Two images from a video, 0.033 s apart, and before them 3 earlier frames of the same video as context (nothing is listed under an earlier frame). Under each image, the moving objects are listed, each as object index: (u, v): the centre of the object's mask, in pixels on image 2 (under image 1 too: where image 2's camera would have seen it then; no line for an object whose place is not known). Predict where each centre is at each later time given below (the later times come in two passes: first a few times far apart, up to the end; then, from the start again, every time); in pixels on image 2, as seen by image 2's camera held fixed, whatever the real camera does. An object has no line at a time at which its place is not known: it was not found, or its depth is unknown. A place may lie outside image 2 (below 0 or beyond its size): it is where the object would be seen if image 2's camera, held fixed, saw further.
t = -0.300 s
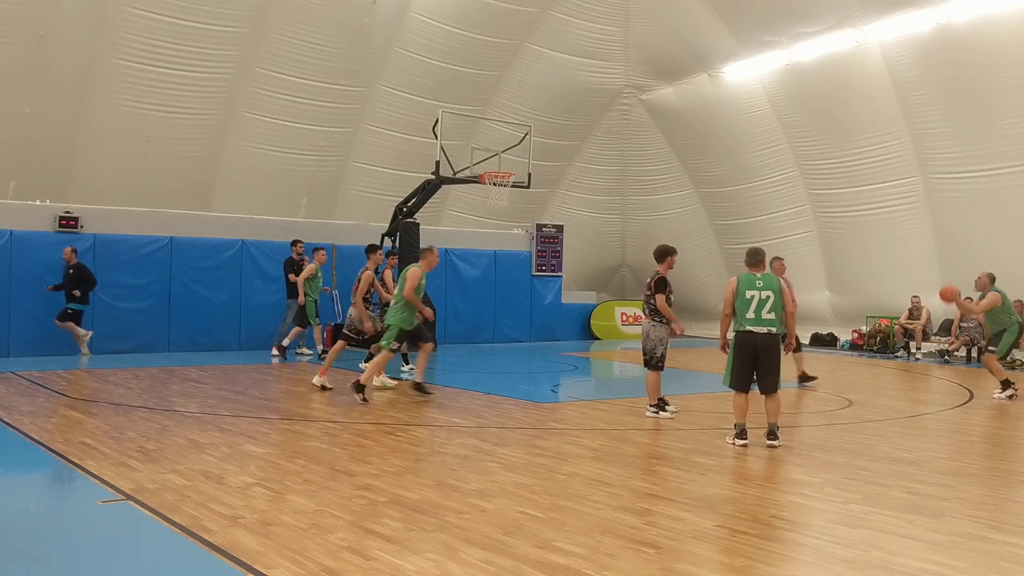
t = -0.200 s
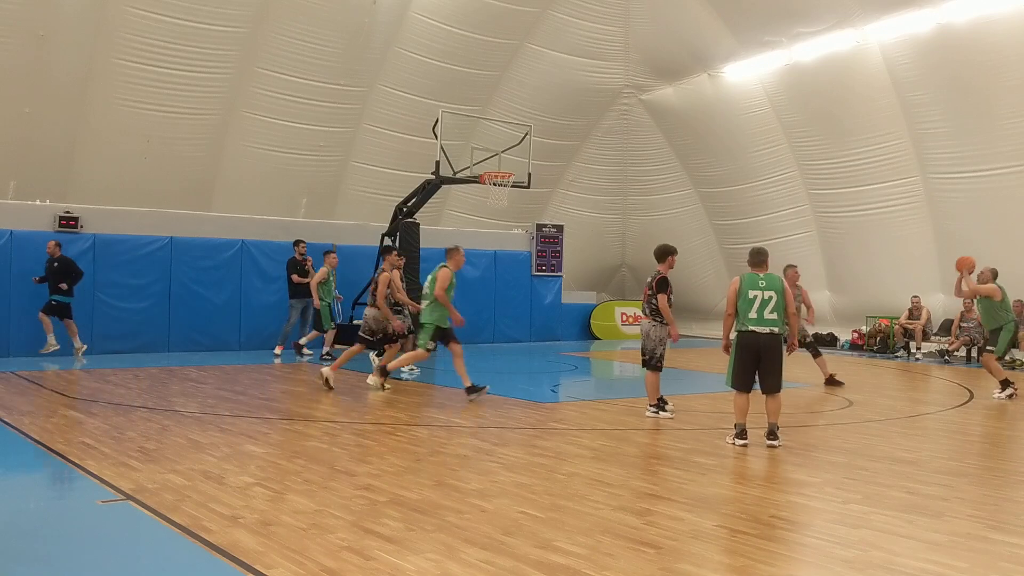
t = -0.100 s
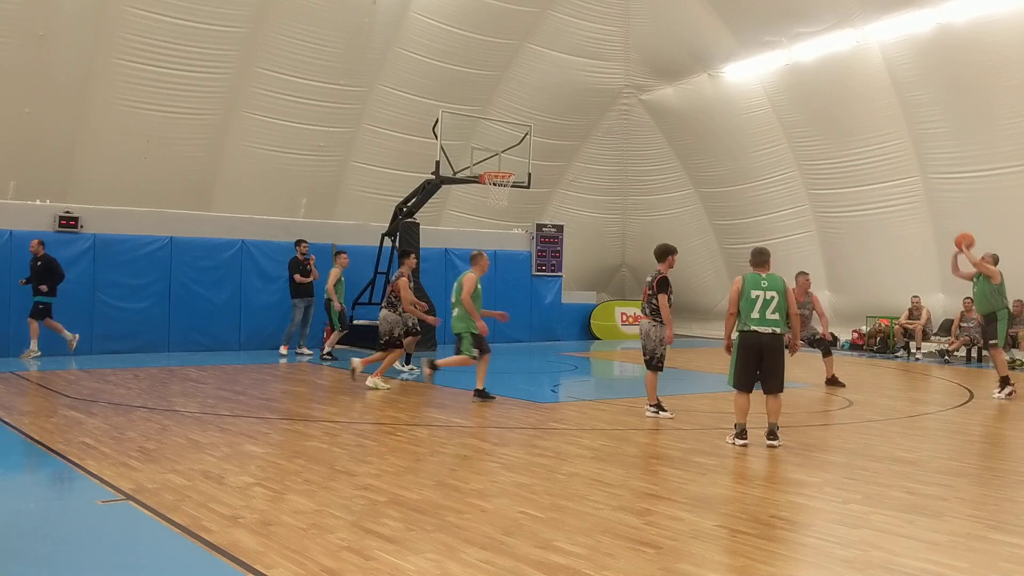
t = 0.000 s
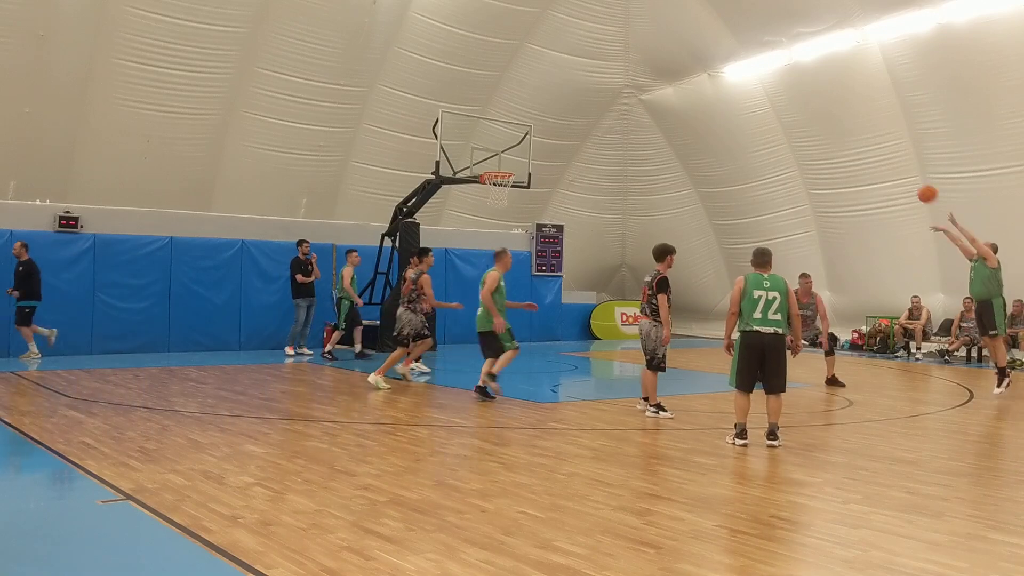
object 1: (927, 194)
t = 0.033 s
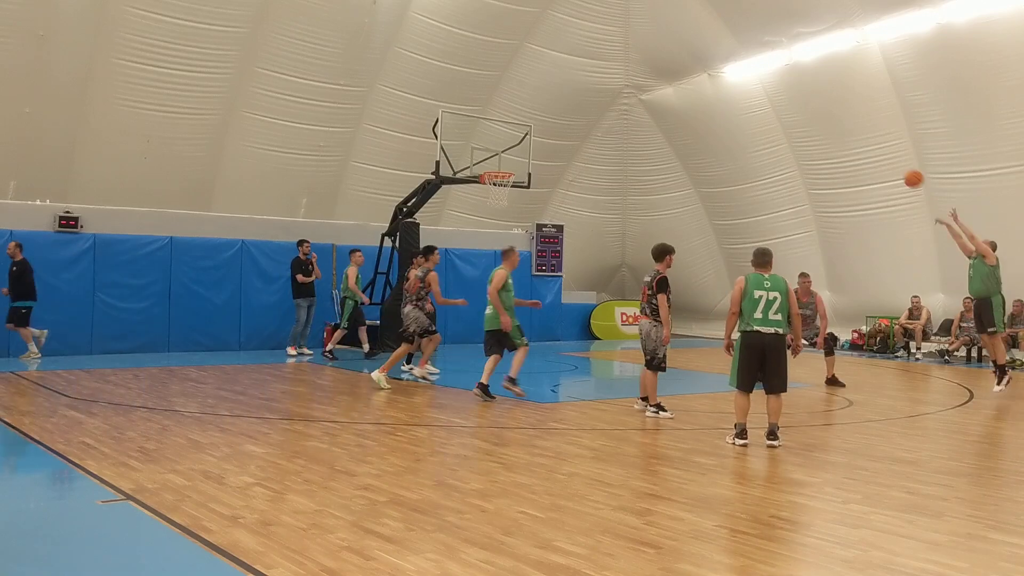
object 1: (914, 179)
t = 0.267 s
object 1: (820, 99)
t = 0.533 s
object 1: (721, 61)
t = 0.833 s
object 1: (616, 78)
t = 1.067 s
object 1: (541, 129)
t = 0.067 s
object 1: (900, 165)
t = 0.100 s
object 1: (886, 151)
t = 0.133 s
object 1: (872, 138)
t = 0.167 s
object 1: (859, 127)
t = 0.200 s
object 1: (846, 117)
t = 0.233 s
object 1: (833, 108)
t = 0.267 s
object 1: (820, 99)
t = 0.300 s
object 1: (807, 91)
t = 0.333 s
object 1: (794, 85)
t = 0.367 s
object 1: (782, 78)
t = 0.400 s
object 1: (770, 73)
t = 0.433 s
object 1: (758, 70)
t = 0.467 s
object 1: (745, 65)
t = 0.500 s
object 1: (733, 62)
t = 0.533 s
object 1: (721, 61)
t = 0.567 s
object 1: (709, 60)
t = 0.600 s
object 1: (697, 60)
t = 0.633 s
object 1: (685, 60)
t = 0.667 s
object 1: (674, 61)
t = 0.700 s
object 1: (662, 63)
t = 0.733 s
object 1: (651, 66)
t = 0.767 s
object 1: (639, 69)
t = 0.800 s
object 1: (628, 73)
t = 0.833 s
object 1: (616, 78)
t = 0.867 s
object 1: (605, 83)
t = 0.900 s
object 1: (594, 89)
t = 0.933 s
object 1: (584, 96)
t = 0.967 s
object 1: (573, 104)
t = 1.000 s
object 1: (562, 112)
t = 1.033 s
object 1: (552, 120)
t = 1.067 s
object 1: (541, 129)
